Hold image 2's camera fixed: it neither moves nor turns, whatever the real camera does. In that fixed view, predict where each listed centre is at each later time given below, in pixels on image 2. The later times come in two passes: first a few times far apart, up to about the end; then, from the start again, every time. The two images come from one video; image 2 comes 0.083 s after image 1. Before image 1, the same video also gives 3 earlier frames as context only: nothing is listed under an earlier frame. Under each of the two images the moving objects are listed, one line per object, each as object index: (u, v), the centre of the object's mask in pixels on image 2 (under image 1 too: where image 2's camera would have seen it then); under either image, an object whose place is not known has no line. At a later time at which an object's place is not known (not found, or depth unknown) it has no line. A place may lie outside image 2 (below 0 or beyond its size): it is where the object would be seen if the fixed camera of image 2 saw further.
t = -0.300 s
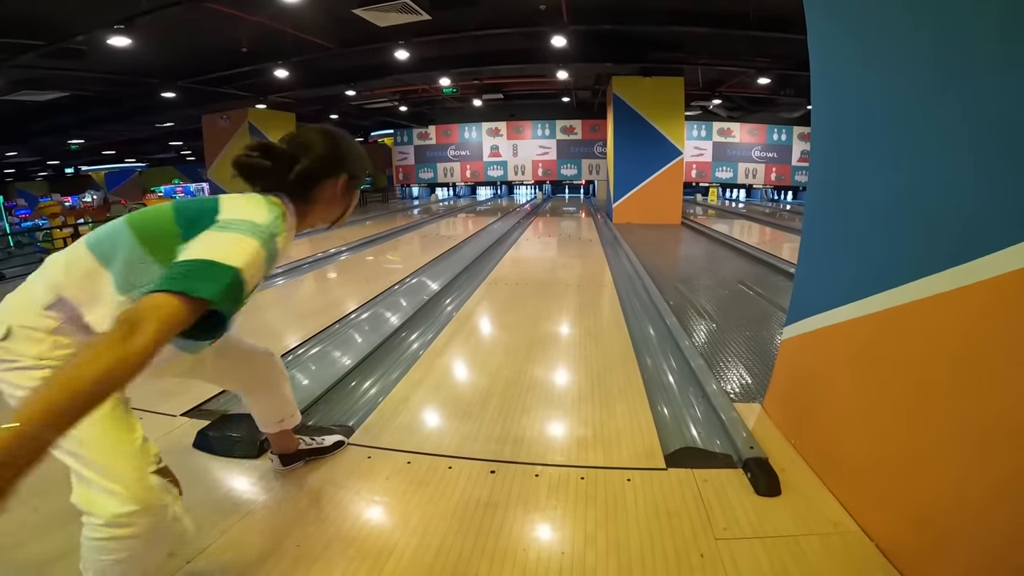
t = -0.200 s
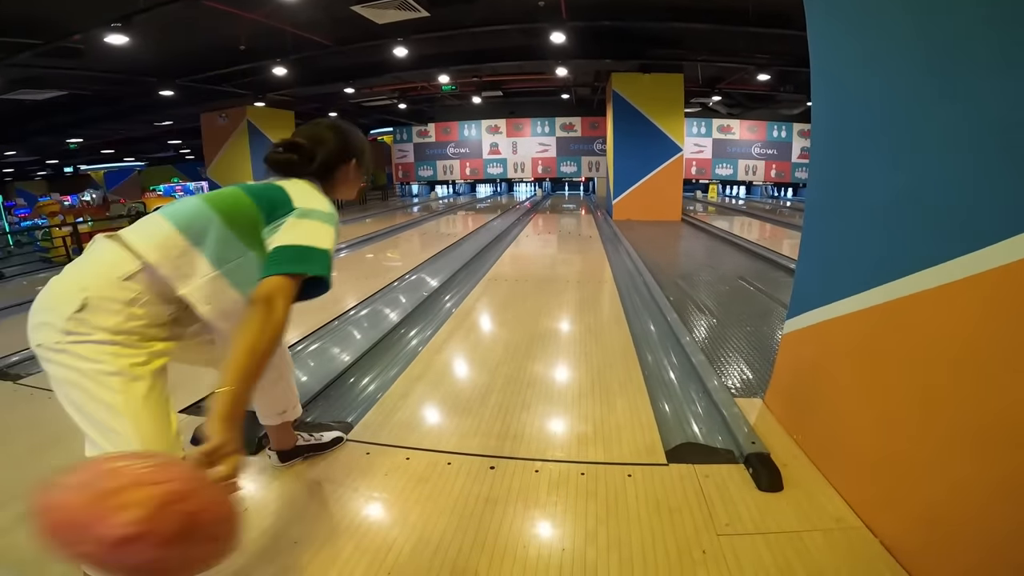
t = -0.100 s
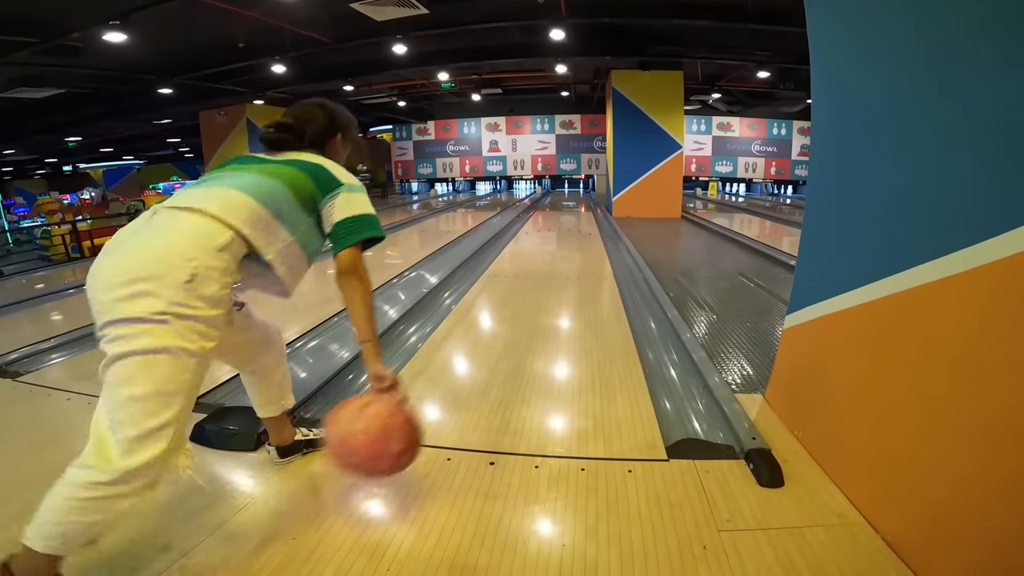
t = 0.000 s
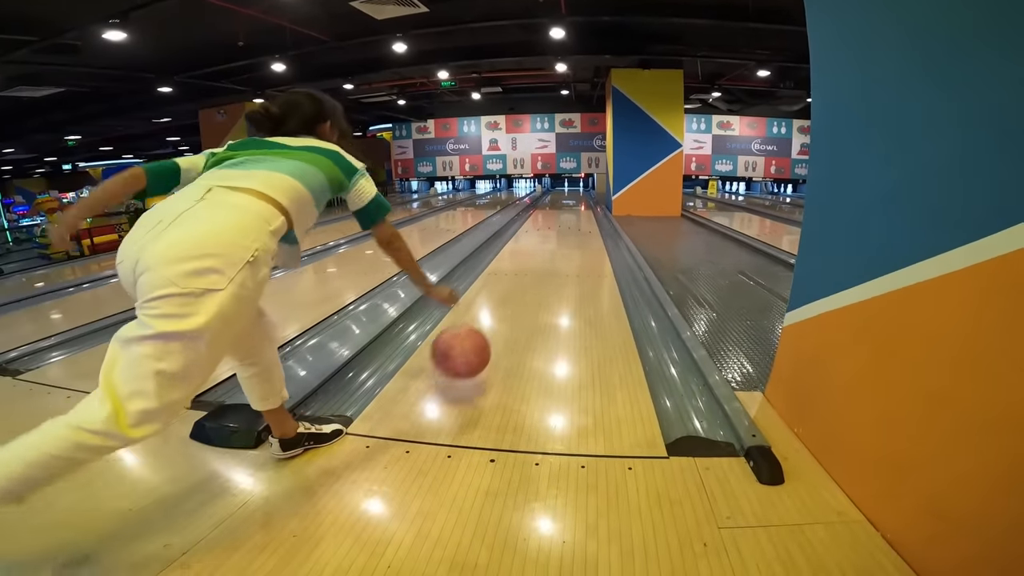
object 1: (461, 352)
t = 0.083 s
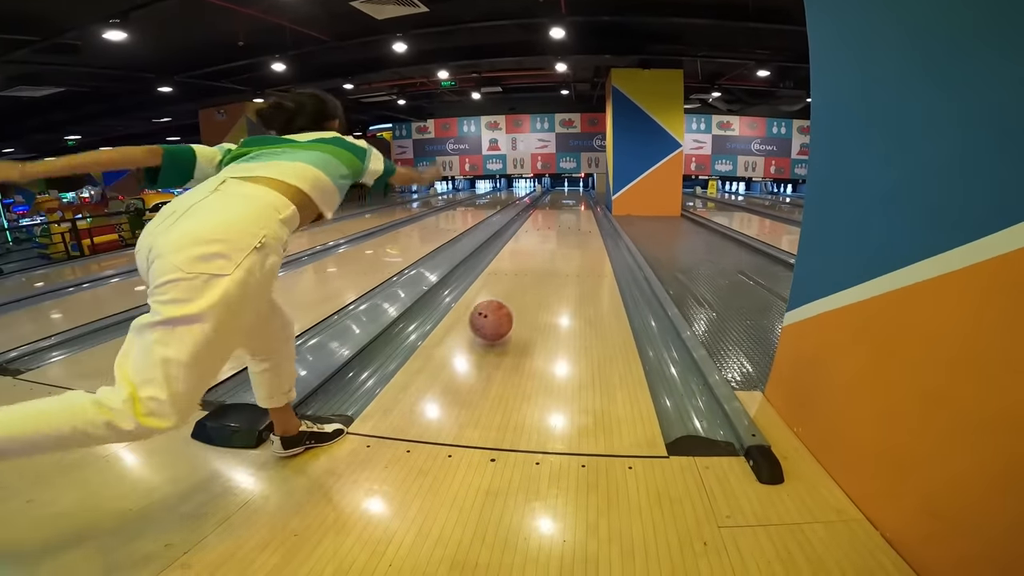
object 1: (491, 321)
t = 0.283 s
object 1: (522, 264)
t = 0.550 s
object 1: (539, 232)
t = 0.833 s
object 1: (546, 216)
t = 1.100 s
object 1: (550, 208)
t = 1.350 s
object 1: (552, 204)
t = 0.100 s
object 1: (495, 317)
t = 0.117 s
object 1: (499, 309)
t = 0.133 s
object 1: (502, 302)
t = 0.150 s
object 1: (505, 296)
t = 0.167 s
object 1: (508, 290)
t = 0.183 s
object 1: (510, 285)
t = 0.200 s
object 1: (513, 281)
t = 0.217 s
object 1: (515, 278)
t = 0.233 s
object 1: (517, 274)
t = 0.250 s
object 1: (519, 270)
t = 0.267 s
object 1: (520, 267)
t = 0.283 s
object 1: (522, 264)
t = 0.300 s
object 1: (524, 261)
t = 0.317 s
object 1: (525, 258)
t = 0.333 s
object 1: (526, 255)
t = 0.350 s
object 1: (528, 253)
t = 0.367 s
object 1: (529, 251)
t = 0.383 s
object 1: (530, 248)
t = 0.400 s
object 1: (531, 246)
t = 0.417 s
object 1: (532, 244)
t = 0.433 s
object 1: (533, 242)
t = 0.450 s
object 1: (534, 240)
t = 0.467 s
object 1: (535, 239)
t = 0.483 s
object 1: (536, 237)
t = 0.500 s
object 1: (536, 236)
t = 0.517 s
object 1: (537, 234)
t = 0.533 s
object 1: (538, 233)
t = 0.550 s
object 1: (539, 232)
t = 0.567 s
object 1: (539, 230)
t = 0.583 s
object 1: (540, 229)
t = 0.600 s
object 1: (540, 227)
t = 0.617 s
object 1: (537, 229)
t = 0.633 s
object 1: (541, 224)
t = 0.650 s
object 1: (542, 225)
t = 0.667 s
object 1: (542, 224)
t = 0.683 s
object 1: (542, 223)
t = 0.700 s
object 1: (543, 222)
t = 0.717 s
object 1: (543, 221)
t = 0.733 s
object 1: (544, 220)
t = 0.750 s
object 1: (544, 219)
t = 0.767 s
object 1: (545, 219)
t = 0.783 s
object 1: (545, 218)
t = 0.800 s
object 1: (546, 217)
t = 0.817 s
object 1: (546, 217)
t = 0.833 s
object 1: (546, 216)
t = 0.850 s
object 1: (547, 215)
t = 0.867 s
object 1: (547, 215)
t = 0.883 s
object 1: (548, 214)
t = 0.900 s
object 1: (548, 214)
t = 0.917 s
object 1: (548, 213)
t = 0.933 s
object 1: (548, 213)
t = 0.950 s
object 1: (548, 212)
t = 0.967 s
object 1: (549, 212)
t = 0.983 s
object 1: (549, 211)
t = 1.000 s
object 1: (549, 211)
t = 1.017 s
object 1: (549, 210)
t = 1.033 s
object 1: (550, 209)
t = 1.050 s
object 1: (550, 209)
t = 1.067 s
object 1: (550, 209)
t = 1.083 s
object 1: (550, 209)
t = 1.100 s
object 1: (550, 208)
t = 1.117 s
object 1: (551, 208)
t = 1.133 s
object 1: (551, 208)
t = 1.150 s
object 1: (551, 208)
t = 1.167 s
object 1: (551, 207)
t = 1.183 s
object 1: (551, 207)
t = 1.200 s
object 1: (551, 207)
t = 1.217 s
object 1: (552, 206)
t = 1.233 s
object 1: (551, 206)
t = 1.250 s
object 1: (552, 206)
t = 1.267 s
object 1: (553, 205)
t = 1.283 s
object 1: (553, 205)
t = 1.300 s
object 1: (553, 205)
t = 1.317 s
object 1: (552, 204)
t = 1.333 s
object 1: (552, 204)
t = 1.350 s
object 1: (552, 204)
